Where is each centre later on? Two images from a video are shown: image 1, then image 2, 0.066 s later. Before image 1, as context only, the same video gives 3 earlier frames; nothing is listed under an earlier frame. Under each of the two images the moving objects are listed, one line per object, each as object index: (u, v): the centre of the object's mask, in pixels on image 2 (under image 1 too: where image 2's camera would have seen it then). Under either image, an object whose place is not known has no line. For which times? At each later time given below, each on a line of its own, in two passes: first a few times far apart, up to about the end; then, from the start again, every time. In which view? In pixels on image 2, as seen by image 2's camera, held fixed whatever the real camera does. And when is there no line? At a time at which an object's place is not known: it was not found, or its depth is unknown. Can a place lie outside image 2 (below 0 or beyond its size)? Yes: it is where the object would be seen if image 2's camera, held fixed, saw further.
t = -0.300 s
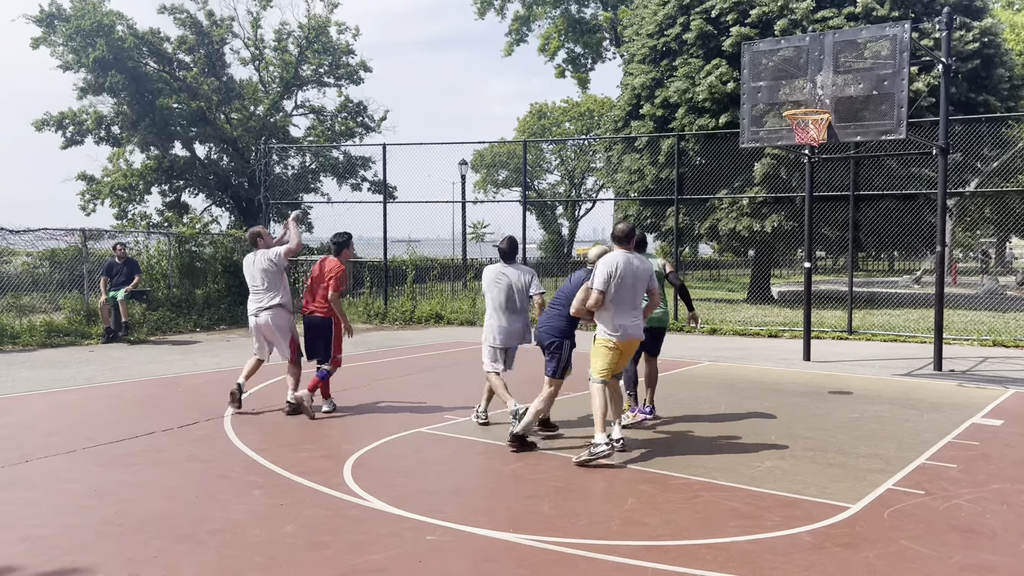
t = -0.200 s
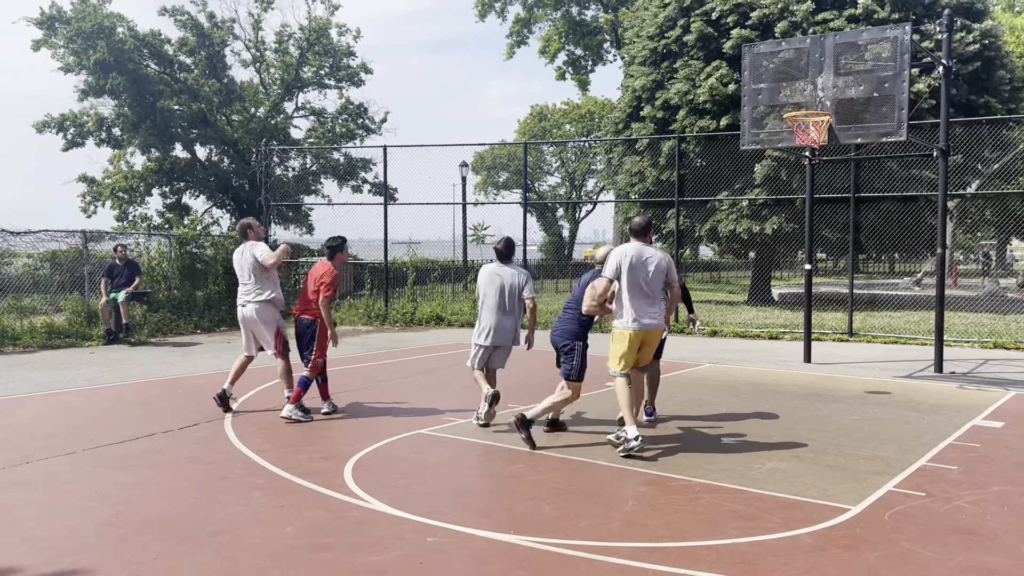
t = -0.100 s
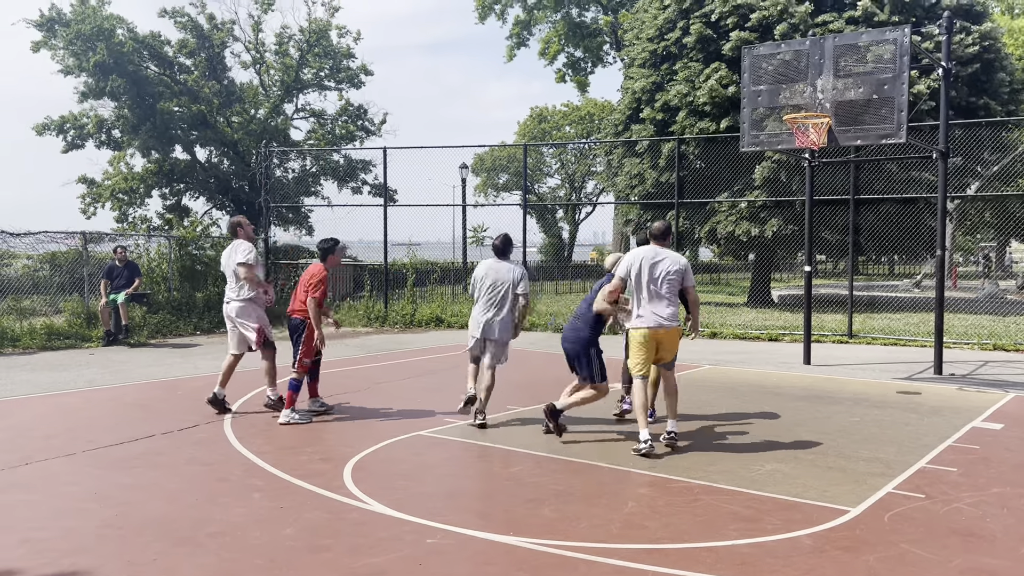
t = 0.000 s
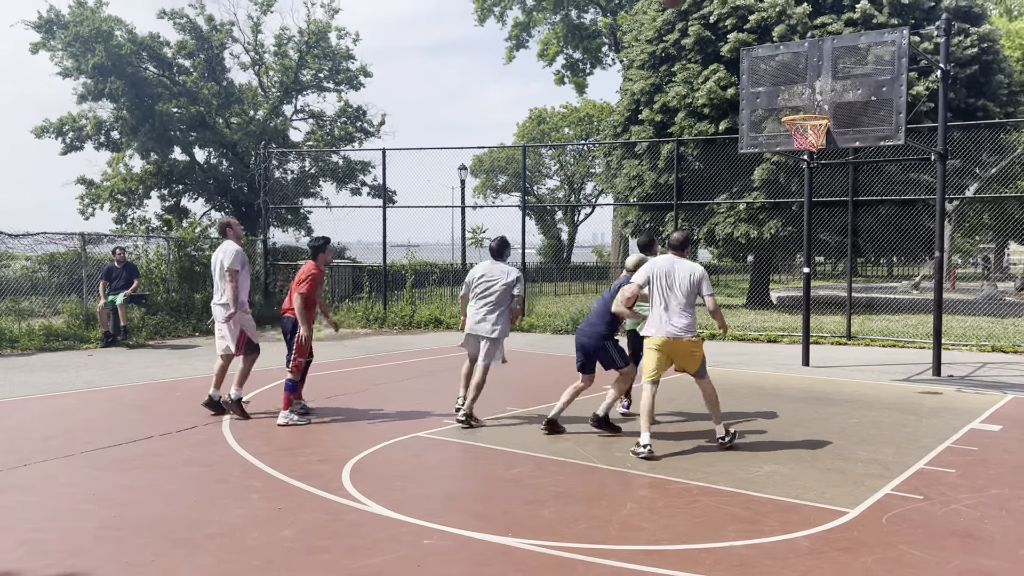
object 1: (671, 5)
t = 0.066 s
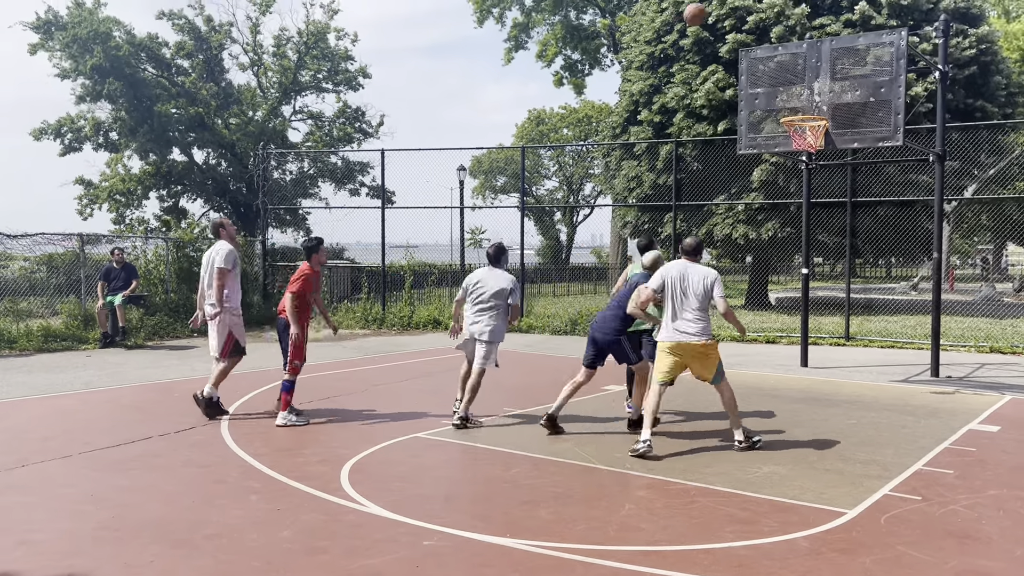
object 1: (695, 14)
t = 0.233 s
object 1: (754, 72)
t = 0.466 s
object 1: (826, 85)
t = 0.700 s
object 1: (851, 64)
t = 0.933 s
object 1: (876, 94)
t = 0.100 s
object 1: (706, 24)
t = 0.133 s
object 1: (719, 35)
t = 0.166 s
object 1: (731, 47)
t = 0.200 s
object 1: (743, 59)
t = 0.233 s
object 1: (754, 72)
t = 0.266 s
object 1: (765, 86)
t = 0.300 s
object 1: (777, 101)
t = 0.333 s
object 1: (786, 109)
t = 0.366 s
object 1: (796, 102)
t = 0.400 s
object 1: (806, 96)
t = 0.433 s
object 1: (816, 89)
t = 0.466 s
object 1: (826, 85)
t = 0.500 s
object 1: (832, 80)
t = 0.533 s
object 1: (835, 74)
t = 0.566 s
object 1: (838, 71)
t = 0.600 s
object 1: (841, 68)
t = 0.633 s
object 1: (845, 65)
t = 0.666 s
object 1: (848, 64)
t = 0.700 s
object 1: (851, 64)
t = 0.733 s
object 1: (854, 65)
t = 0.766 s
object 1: (858, 67)
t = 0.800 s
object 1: (862, 70)
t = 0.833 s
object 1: (865, 74)
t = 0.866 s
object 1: (868, 79)
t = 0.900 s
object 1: (871, 86)
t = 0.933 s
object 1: (876, 94)
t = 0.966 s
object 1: (879, 102)
